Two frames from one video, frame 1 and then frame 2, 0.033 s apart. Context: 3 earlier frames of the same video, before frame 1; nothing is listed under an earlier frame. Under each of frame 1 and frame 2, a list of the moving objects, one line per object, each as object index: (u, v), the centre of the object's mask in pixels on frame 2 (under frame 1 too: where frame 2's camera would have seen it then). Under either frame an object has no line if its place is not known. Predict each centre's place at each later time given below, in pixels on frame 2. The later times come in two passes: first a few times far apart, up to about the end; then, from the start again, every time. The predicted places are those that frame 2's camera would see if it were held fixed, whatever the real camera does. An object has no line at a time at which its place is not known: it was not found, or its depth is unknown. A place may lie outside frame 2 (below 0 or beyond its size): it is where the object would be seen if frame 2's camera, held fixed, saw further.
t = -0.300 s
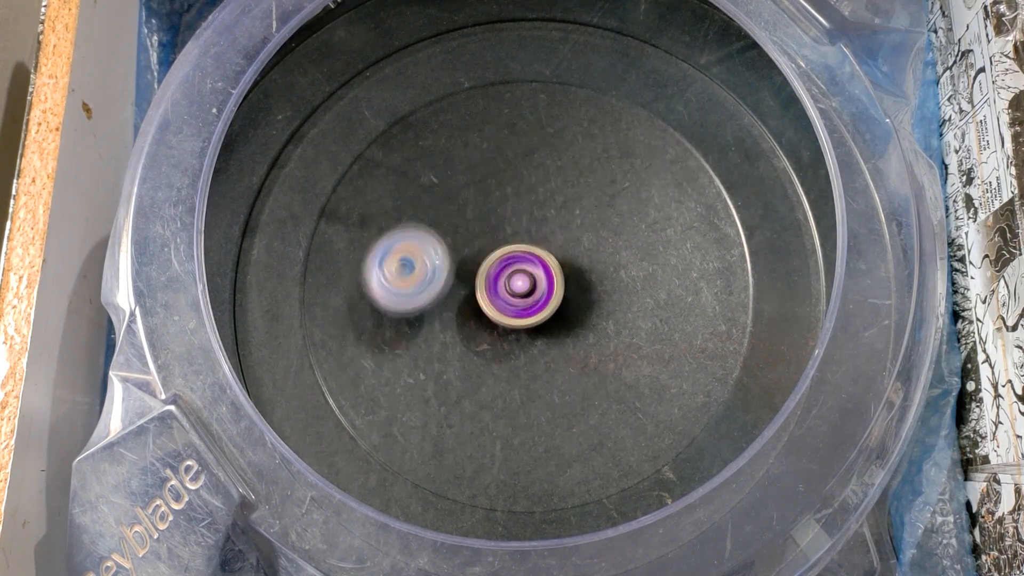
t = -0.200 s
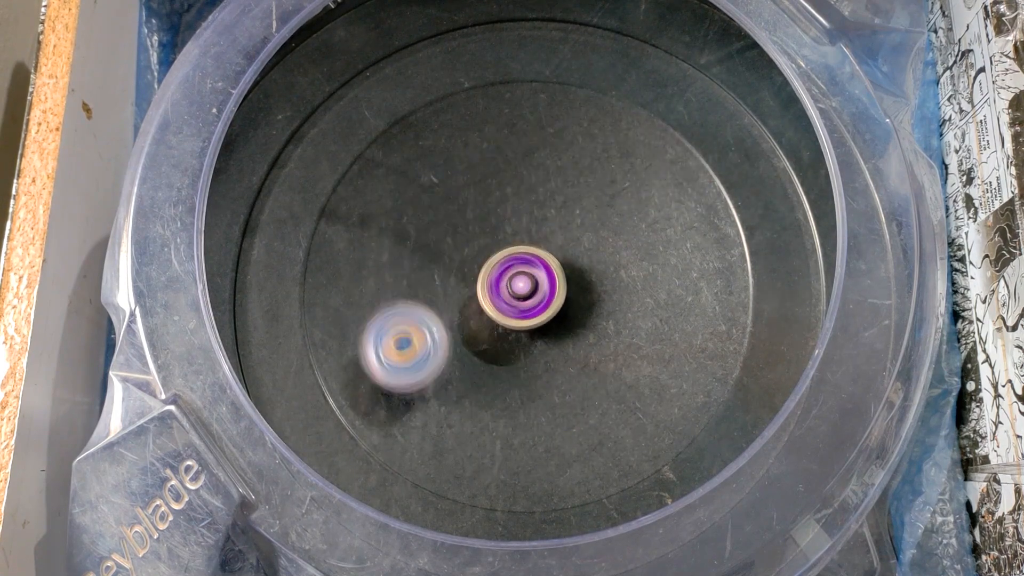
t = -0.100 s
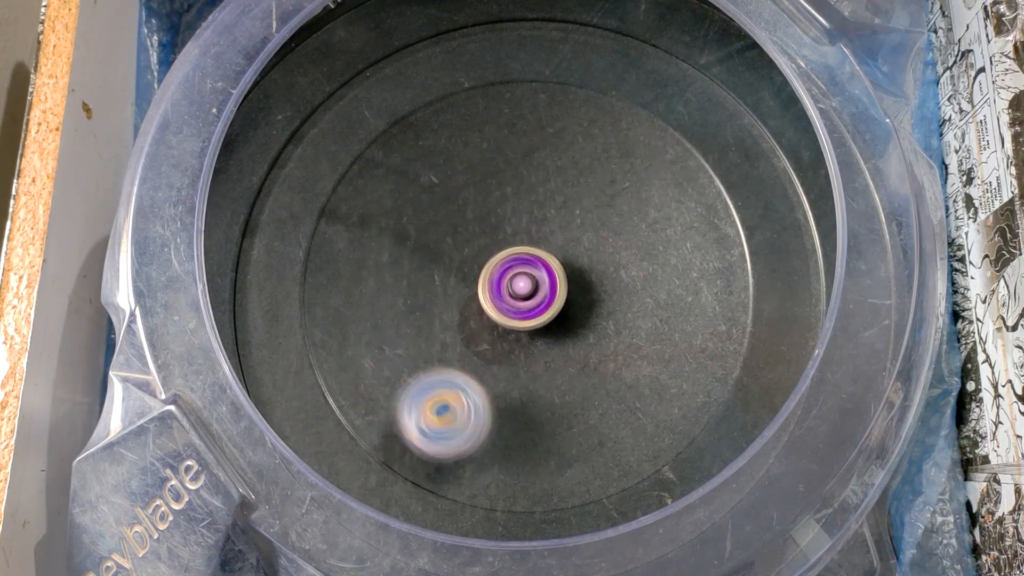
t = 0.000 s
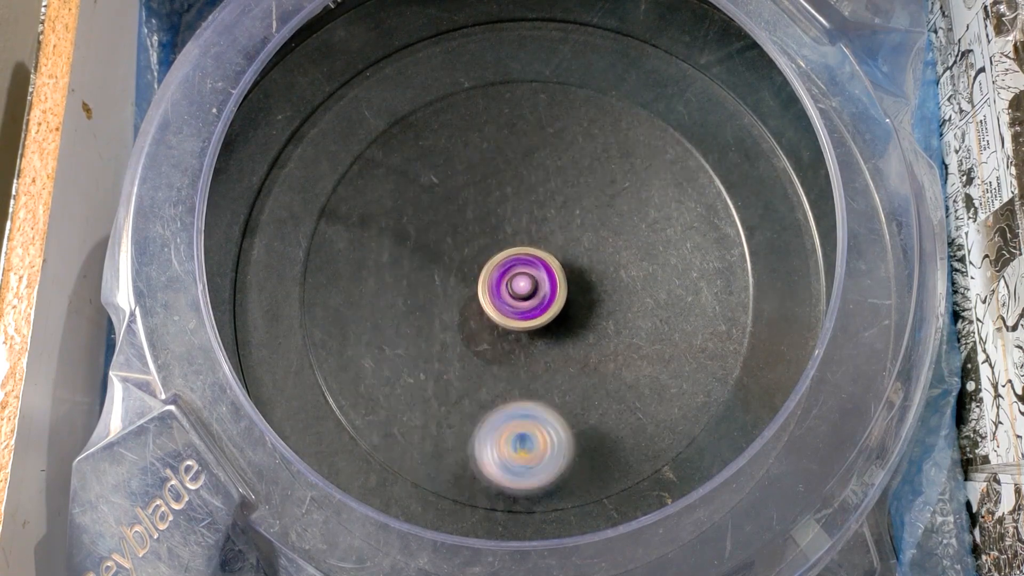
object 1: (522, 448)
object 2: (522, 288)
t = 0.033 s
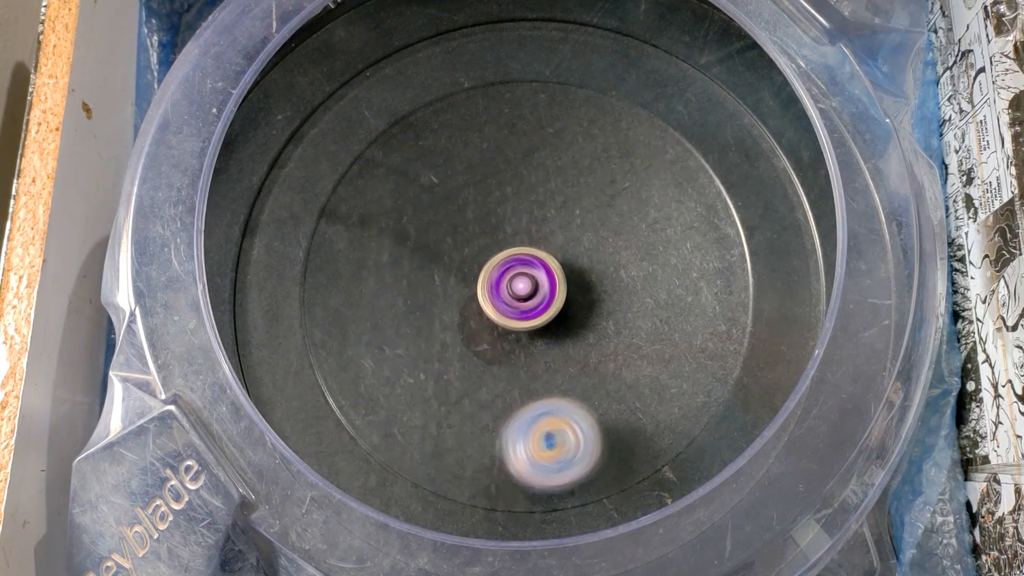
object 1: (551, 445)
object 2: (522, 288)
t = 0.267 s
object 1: (638, 282)
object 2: (522, 289)
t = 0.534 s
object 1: (469, 174)
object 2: (519, 289)
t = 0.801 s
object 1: (352, 305)
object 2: (515, 287)
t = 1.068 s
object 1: (542, 378)
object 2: (515, 285)
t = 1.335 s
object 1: (620, 201)
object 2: (520, 281)
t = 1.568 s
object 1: (481, 135)
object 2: (520, 276)
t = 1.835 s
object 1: (428, 309)
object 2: (517, 283)
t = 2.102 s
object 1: (603, 379)
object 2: (522, 288)
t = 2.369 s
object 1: (640, 219)
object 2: (522, 288)
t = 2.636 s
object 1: (455, 225)
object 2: (521, 290)
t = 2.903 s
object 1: (428, 389)
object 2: (517, 286)
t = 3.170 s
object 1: (597, 361)
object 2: (515, 286)
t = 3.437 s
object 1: (543, 191)
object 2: (517, 285)
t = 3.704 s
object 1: (387, 218)
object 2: (521, 279)
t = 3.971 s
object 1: (477, 358)
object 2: (521, 276)
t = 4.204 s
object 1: (621, 292)
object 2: (519, 280)
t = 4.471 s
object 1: (562, 156)
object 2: (519, 284)
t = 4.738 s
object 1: (428, 259)
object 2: (527, 295)
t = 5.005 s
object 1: (425, 392)
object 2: (570, 318)
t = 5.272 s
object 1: (593, 386)
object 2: (568, 306)
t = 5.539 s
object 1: (624, 249)
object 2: (526, 271)
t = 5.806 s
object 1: (506, 175)
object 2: (489, 260)
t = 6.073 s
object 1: (445, 147)
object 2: (498, 255)
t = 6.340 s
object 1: (452, 198)
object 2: (550, 302)
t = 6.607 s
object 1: (555, 251)
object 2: (571, 339)
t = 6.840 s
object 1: (614, 219)
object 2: (547, 346)
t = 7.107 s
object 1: (570, 274)
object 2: (492, 308)
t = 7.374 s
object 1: (592, 264)
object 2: (423, 256)
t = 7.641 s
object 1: (528, 337)
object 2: (456, 256)
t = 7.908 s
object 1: (543, 333)
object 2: (509, 270)
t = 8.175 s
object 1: (510, 403)
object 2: (602, 158)
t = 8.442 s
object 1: (484, 391)
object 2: (563, 180)
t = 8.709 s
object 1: (448, 300)
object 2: (534, 293)
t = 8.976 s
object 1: (413, 246)
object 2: (552, 307)
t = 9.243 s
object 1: (477, 216)
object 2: (510, 312)
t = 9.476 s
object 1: (548, 218)
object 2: (510, 312)
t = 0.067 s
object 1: (579, 434)
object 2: (522, 289)
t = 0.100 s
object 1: (604, 418)
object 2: (522, 289)
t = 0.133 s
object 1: (624, 396)
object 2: (522, 289)
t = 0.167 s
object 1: (638, 369)
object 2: (521, 290)
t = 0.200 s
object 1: (643, 340)
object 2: (522, 290)
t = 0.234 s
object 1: (644, 312)
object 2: (522, 289)
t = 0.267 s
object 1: (638, 282)
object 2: (522, 289)
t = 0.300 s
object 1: (627, 257)
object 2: (521, 289)
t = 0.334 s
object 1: (612, 234)
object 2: (521, 289)
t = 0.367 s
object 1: (593, 213)
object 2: (520, 289)
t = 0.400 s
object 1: (571, 196)
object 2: (520, 289)
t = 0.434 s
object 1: (546, 184)
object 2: (520, 290)
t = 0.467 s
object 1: (521, 177)
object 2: (519, 289)
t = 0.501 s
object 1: (495, 174)
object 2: (519, 289)
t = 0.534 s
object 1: (469, 174)
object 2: (519, 289)
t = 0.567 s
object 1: (443, 178)
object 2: (519, 288)
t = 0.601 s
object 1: (419, 185)
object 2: (518, 287)
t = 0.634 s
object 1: (398, 198)
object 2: (517, 287)
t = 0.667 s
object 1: (378, 215)
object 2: (516, 287)
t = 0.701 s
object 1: (364, 234)
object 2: (515, 287)
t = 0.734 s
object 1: (354, 257)
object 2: (514, 287)
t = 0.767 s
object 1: (349, 281)
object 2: (515, 287)
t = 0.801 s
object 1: (352, 305)
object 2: (515, 287)
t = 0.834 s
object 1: (363, 329)
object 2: (514, 287)
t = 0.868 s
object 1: (380, 351)
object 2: (514, 287)
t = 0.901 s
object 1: (402, 370)
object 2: (515, 287)
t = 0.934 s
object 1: (428, 382)
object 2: (515, 286)
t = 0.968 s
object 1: (456, 389)
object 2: (515, 286)
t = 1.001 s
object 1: (485, 391)
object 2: (516, 286)
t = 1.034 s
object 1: (515, 386)
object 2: (515, 285)
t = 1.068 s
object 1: (542, 378)
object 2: (515, 285)
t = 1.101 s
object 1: (567, 364)
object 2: (516, 285)
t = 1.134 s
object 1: (589, 346)
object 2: (516, 284)
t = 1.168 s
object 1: (606, 324)
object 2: (516, 284)
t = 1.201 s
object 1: (618, 301)
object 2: (518, 284)
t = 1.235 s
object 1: (626, 275)
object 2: (518, 283)
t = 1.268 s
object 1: (628, 250)
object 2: (519, 282)
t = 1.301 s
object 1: (626, 225)
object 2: (519, 282)
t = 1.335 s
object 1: (620, 201)
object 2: (520, 281)
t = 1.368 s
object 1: (609, 178)
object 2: (520, 280)
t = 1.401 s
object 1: (594, 160)
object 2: (520, 280)
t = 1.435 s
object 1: (576, 144)
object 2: (521, 279)
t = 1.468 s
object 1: (555, 133)
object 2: (521, 277)
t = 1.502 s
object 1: (530, 126)
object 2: (521, 277)
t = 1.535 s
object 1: (506, 128)
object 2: (521, 276)
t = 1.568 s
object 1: (481, 135)
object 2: (520, 276)
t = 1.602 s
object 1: (459, 146)
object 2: (519, 275)
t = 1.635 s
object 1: (441, 163)
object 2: (518, 275)
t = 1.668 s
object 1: (427, 184)
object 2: (516, 275)
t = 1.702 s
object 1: (418, 209)
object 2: (515, 277)
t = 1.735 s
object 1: (414, 233)
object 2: (516, 279)
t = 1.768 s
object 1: (415, 260)
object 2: (516, 280)
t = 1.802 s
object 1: (420, 286)
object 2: (516, 281)
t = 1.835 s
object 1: (428, 309)
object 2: (517, 283)
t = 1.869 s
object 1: (443, 332)
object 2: (518, 283)
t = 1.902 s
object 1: (460, 351)
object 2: (518, 284)
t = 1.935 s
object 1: (481, 367)
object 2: (519, 285)
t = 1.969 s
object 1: (504, 378)
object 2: (520, 286)
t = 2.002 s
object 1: (528, 384)
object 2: (520, 286)
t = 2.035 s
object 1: (553, 387)
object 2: (520, 287)
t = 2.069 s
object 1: (579, 385)
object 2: (522, 288)
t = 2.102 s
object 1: (603, 379)
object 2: (522, 288)
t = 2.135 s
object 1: (626, 368)
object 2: (522, 289)
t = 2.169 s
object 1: (645, 352)
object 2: (523, 289)
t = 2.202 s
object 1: (659, 332)
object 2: (522, 289)
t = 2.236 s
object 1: (669, 309)
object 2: (522, 289)
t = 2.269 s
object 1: (672, 285)
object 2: (523, 289)
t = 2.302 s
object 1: (667, 261)
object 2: (523, 288)
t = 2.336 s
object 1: (656, 239)
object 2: (522, 288)
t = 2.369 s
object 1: (640, 219)
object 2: (522, 288)
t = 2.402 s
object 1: (620, 204)
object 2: (521, 288)
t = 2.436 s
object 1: (598, 194)
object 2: (521, 289)
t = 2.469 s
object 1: (572, 188)
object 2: (521, 290)
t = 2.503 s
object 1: (546, 187)
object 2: (520, 290)
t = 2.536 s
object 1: (520, 191)
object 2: (520, 291)
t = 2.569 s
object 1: (497, 199)
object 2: (521, 291)
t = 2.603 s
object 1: (475, 211)
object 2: (521, 290)
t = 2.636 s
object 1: (455, 225)
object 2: (521, 290)
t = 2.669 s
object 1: (438, 241)
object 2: (522, 289)
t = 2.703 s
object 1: (425, 260)
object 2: (522, 289)
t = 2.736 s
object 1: (415, 281)
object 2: (520, 289)
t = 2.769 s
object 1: (409, 303)
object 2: (520, 289)
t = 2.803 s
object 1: (407, 325)
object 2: (520, 288)
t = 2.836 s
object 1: (410, 349)
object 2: (518, 288)
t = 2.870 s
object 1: (417, 369)
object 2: (518, 287)
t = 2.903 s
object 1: (428, 389)
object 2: (517, 286)
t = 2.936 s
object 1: (446, 404)
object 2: (515, 287)
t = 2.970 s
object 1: (468, 415)
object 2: (515, 287)
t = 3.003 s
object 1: (492, 421)
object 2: (515, 286)
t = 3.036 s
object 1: (517, 422)
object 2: (514, 286)
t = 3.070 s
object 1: (541, 414)
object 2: (515, 286)
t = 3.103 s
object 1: (563, 401)
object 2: (514, 286)
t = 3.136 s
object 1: (582, 383)
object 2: (514, 286)
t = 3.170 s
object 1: (597, 361)
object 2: (515, 286)
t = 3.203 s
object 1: (607, 338)
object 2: (515, 286)
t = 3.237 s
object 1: (611, 312)
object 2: (515, 286)
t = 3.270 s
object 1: (610, 287)
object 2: (516, 286)
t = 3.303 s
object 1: (604, 263)
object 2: (515, 285)
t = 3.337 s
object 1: (594, 242)
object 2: (516, 285)
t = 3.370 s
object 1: (580, 223)
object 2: (517, 286)
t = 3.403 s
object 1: (563, 205)
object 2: (517, 285)
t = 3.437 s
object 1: (543, 191)
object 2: (517, 285)
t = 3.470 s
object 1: (523, 182)
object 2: (519, 284)
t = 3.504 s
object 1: (501, 175)
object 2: (519, 283)
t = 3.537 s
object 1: (478, 172)
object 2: (519, 283)
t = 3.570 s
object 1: (457, 173)
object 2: (520, 282)
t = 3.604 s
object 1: (434, 177)
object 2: (520, 281)
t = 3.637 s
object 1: (416, 187)
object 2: (521, 281)
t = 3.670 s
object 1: (400, 200)
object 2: (522, 280)
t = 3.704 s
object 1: (387, 218)
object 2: (521, 279)
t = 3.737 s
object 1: (381, 238)
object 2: (522, 280)
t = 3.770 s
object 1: (379, 261)
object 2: (522, 279)
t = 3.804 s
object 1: (383, 282)
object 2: (522, 278)
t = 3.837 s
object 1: (393, 304)
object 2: (522, 278)
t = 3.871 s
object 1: (409, 323)
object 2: (522, 277)
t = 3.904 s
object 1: (429, 339)
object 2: (521, 277)
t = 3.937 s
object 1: (452, 351)
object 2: (521, 277)
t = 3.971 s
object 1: (477, 358)
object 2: (521, 276)
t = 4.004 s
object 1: (502, 362)
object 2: (520, 277)
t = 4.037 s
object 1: (528, 360)
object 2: (520, 277)
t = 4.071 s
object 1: (553, 354)
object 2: (519, 277)
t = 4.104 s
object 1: (574, 343)
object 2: (519, 278)
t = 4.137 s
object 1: (594, 329)
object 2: (520, 279)
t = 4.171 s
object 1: (609, 311)
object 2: (519, 279)
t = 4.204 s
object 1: (621, 292)
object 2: (519, 280)
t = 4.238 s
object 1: (629, 271)
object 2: (520, 280)
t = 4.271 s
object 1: (633, 248)
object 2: (519, 280)
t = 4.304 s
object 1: (632, 227)
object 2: (519, 282)
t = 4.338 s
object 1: (627, 206)
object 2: (520, 282)
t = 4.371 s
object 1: (617, 186)
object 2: (519, 282)
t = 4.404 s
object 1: (603, 172)
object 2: (519, 283)
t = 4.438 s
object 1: (583, 161)
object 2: (519, 283)
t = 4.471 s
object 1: (562, 156)
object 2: (519, 284)
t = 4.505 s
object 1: (540, 156)
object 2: (519, 285)
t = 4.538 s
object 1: (518, 162)
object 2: (519, 285)
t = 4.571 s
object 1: (497, 173)
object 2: (518, 286)
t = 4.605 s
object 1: (479, 187)
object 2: (519, 286)
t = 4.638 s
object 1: (463, 204)
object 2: (518, 286)
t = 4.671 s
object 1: (452, 224)
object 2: (518, 287)
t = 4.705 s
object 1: (444, 244)
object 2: (518, 287)
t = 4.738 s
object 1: (428, 259)
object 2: (527, 295)
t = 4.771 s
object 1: (408, 268)
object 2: (541, 306)
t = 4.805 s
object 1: (397, 280)
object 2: (550, 312)
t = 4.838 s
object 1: (393, 295)
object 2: (555, 316)
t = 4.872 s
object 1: (392, 315)
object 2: (559, 316)
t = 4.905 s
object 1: (395, 336)
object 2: (562, 317)
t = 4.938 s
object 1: (402, 356)
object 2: (566, 318)
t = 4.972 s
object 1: (412, 376)
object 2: (568, 317)
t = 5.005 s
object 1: (425, 392)
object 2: (570, 318)
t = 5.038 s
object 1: (443, 404)
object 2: (573, 317)
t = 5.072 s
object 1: (464, 413)
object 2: (573, 318)
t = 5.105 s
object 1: (488, 420)
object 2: (575, 318)
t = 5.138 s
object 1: (510, 421)
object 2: (575, 317)
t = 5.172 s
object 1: (533, 416)
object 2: (575, 317)
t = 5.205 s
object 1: (555, 407)
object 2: (573, 315)
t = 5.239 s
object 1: (576, 394)
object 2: (570, 313)
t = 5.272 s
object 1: (593, 386)
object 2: (568, 306)
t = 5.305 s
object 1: (607, 375)
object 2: (564, 300)
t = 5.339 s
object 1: (618, 360)
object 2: (561, 296)
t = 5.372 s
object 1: (624, 342)
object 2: (557, 292)
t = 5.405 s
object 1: (631, 323)
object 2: (550, 289)
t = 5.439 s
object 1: (637, 308)
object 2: (542, 283)
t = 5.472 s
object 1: (638, 287)
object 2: (535, 278)
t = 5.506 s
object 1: (634, 267)
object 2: (531, 274)
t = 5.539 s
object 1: (624, 249)
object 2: (526, 271)
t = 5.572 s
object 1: (611, 232)
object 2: (521, 267)
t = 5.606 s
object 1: (595, 220)
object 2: (516, 263)
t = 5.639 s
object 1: (576, 211)
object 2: (511, 261)
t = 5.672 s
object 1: (558, 203)
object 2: (506, 258)
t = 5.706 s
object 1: (549, 193)
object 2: (499, 259)
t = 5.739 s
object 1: (536, 186)
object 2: (495, 259)
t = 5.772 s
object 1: (521, 179)
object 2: (492, 258)
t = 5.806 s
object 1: (506, 175)
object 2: (489, 260)
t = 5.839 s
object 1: (489, 174)
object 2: (487, 258)
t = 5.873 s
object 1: (478, 172)
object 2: (488, 258)
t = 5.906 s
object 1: (473, 167)
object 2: (486, 258)
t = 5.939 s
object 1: (468, 162)
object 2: (487, 260)
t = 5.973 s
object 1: (462, 157)
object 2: (489, 261)
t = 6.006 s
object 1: (457, 152)
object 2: (492, 260)
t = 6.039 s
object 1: (451, 147)
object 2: (494, 257)
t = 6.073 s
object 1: (445, 147)
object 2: (498, 255)
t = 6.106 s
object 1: (441, 151)
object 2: (501, 254)
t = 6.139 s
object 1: (440, 160)
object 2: (506, 253)
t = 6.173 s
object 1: (442, 171)
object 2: (509, 253)
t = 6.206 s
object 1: (449, 187)
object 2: (514, 253)
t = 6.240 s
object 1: (448, 188)
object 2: (524, 264)
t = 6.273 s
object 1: (447, 188)
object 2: (535, 279)
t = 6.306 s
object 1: (448, 191)
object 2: (543, 292)
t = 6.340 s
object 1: (452, 198)
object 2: (550, 302)
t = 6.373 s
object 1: (458, 207)
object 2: (555, 309)
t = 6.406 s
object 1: (469, 217)
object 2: (560, 314)
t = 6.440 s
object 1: (482, 226)
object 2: (563, 319)
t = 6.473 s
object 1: (495, 236)
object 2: (567, 323)
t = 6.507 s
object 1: (510, 243)
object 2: (569, 328)
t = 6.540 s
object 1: (526, 247)
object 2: (571, 332)
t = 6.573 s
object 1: (541, 250)
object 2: (571, 336)
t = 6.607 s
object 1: (555, 251)
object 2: (571, 339)
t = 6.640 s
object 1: (569, 251)
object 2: (569, 343)
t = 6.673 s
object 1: (582, 248)
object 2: (567, 345)
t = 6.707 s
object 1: (593, 243)
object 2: (564, 347)
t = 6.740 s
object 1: (603, 236)
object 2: (560, 348)
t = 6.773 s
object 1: (612, 229)
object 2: (557, 348)
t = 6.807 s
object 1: (615, 223)
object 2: (551, 348)
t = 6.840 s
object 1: (614, 219)
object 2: (547, 346)
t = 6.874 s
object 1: (610, 218)
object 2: (541, 344)
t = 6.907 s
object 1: (603, 220)
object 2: (536, 341)
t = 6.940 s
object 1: (593, 224)
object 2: (531, 337)
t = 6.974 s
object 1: (581, 233)
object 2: (526, 332)
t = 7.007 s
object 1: (569, 245)
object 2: (521, 326)
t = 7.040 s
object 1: (560, 258)
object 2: (518, 321)
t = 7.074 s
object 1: (562, 267)
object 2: (506, 315)
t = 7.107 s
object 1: (570, 274)
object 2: (492, 308)
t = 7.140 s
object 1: (577, 279)
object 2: (476, 300)
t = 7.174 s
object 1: (584, 281)
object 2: (461, 291)
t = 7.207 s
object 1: (592, 281)
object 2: (450, 282)
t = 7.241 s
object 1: (601, 278)
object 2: (440, 274)
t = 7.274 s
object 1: (606, 273)
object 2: (434, 267)
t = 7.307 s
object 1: (606, 269)
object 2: (428, 262)
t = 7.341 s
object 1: (601, 266)
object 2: (424, 258)
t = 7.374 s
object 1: (592, 264)
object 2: (423, 256)
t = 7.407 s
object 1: (580, 267)
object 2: (424, 256)
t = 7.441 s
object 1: (568, 273)
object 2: (426, 256)
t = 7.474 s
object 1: (557, 281)
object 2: (429, 256)
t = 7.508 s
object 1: (547, 291)
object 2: (433, 256)
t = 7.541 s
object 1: (540, 302)
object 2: (439, 256)
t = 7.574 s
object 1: (533, 314)
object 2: (444, 256)
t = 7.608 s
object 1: (530, 325)
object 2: (450, 255)
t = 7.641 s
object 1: (528, 337)
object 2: (456, 256)
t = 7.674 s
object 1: (529, 347)
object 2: (461, 256)
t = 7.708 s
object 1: (533, 355)
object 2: (467, 257)
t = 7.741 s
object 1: (538, 361)
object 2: (472, 259)
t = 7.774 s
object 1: (543, 362)
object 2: (478, 260)
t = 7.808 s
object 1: (547, 359)
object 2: (485, 263)
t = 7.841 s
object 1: (549, 350)
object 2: (491, 267)
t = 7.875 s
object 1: (549, 341)
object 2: (500, 270)
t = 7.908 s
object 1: (543, 333)
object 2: (509, 270)
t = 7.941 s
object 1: (535, 341)
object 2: (526, 261)
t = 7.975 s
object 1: (526, 360)
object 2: (545, 246)
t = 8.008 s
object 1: (521, 372)
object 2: (563, 228)
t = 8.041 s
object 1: (519, 381)
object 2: (580, 208)
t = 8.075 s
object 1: (517, 388)
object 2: (593, 190)
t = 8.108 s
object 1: (515, 394)
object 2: (601, 176)
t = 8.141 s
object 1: (513, 399)
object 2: (603, 165)
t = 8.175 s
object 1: (510, 403)
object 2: (602, 158)
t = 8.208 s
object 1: (507, 406)
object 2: (599, 154)
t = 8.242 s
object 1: (503, 409)
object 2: (597, 154)
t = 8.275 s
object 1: (497, 413)
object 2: (592, 156)
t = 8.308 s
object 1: (493, 415)
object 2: (588, 160)
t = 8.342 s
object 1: (489, 413)
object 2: (581, 164)
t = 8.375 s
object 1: (487, 410)
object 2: (575, 169)
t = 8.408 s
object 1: (486, 402)
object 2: (569, 175)
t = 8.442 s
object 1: (484, 391)
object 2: (563, 180)
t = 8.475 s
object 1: (482, 378)
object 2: (556, 187)
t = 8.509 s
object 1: (481, 365)
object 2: (549, 196)
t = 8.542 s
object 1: (479, 352)
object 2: (542, 207)
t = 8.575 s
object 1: (478, 338)
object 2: (532, 221)
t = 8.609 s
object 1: (477, 325)
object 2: (523, 239)
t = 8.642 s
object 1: (471, 315)
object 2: (521, 255)
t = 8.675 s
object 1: (457, 308)
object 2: (527, 273)
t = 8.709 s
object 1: (448, 300)
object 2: (534, 293)
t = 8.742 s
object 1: (440, 293)
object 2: (543, 310)
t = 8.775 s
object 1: (434, 288)
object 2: (553, 320)
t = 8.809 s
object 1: (428, 281)
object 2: (561, 327)
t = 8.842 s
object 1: (423, 274)
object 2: (565, 328)
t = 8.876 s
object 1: (418, 267)
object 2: (566, 325)
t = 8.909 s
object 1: (416, 260)
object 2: (565, 319)
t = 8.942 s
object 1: (414, 252)
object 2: (559, 312)
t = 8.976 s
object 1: (413, 246)
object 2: (552, 307)
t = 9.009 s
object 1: (416, 241)
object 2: (544, 301)
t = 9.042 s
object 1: (420, 236)
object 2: (535, 297)
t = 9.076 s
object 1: (427, 231)
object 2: (526, 296)
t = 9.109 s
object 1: (436, 227)
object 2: (518, 297)
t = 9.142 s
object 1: (445, 224)
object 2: (513, 300)
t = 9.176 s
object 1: (455, 221)
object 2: (511, 304)
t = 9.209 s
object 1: (466, 218)
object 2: (510, 308)
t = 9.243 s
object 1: (477, 216)
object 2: (510, 312)
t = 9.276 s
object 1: (487, 214)
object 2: (511, 313)
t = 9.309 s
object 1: (498, 214)
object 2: (512, 314)
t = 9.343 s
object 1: (509, 213)
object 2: (512, 315)
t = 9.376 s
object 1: (519, 214)
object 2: (512, 315)
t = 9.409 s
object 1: (529, 214)
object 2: (512, 314)
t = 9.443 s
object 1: (539, 216)
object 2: (511, 313)
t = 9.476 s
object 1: (548, 218)
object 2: (510, 312)
